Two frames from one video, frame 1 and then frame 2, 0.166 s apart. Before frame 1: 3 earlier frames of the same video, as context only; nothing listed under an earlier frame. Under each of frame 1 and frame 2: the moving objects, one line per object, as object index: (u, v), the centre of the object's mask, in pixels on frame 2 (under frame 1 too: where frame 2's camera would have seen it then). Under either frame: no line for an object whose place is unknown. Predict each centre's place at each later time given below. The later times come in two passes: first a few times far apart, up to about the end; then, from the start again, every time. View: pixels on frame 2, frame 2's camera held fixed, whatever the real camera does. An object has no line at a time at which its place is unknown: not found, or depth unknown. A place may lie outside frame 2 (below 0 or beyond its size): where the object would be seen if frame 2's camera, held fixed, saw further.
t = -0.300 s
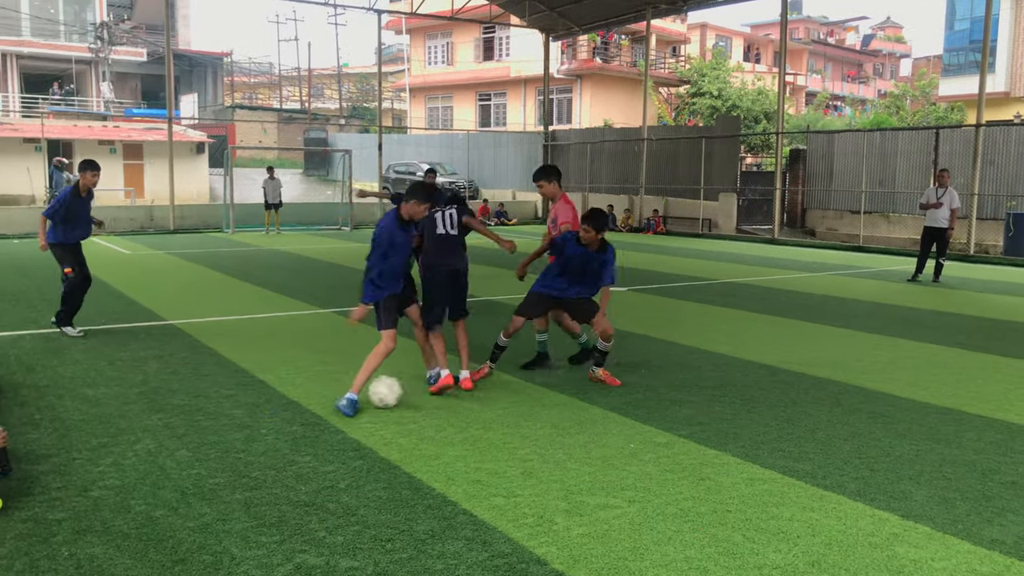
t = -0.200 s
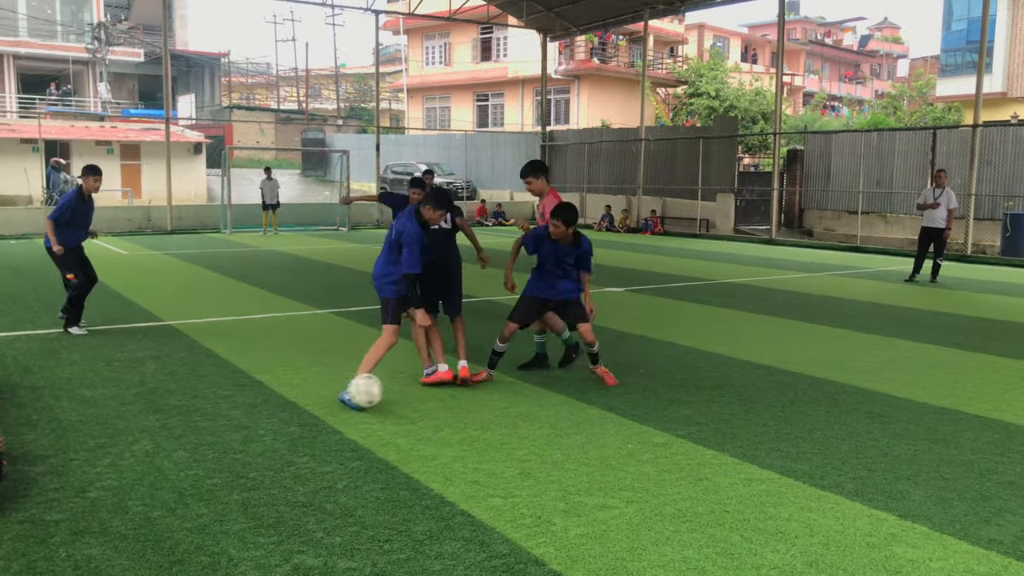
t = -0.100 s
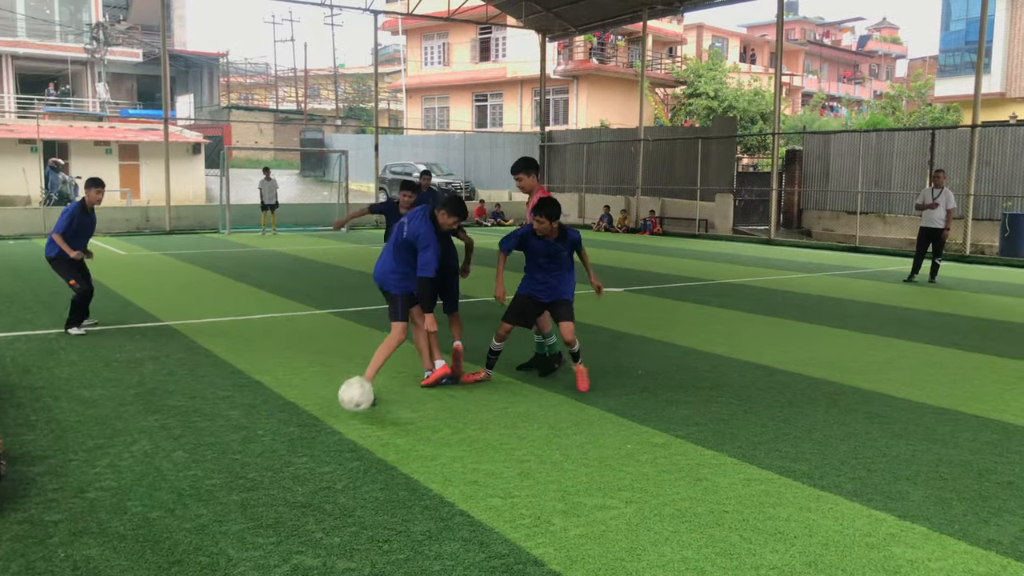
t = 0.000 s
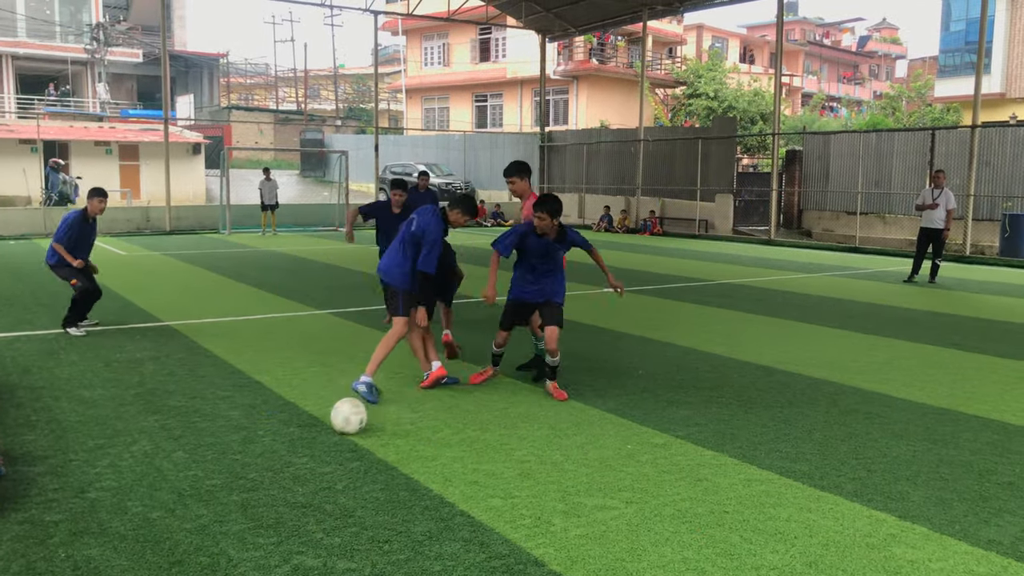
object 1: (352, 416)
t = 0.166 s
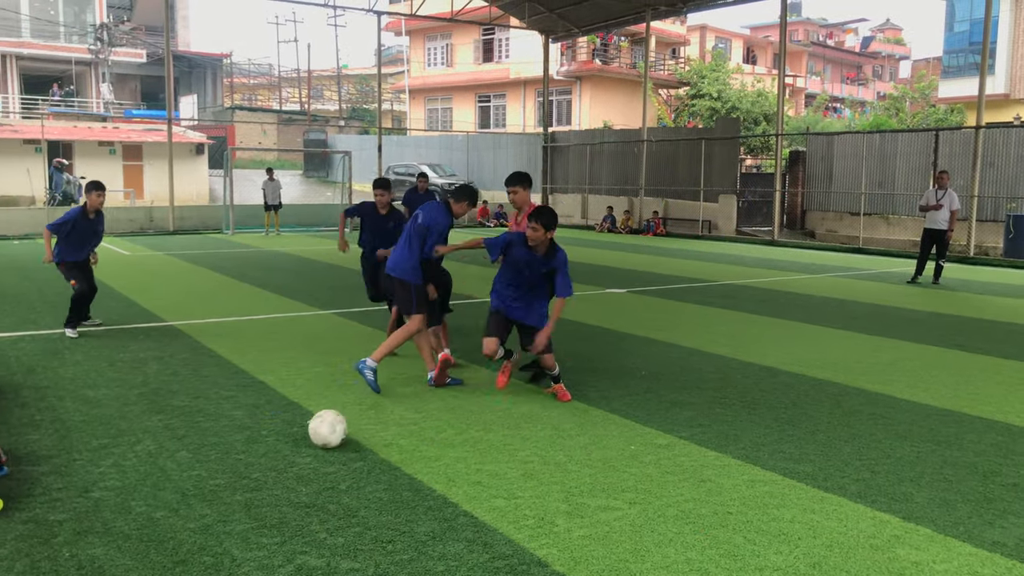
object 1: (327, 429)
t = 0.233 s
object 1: (316, 435)
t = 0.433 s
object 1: (284, 454)
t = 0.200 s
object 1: (322, 432)
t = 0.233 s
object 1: (316, 435)
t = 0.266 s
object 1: (312, 437)
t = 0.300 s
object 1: (306, 442)
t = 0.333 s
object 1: (301, 444)
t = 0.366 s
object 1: (295, 448)
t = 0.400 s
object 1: (290, 451)
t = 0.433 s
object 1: (284, 454)
